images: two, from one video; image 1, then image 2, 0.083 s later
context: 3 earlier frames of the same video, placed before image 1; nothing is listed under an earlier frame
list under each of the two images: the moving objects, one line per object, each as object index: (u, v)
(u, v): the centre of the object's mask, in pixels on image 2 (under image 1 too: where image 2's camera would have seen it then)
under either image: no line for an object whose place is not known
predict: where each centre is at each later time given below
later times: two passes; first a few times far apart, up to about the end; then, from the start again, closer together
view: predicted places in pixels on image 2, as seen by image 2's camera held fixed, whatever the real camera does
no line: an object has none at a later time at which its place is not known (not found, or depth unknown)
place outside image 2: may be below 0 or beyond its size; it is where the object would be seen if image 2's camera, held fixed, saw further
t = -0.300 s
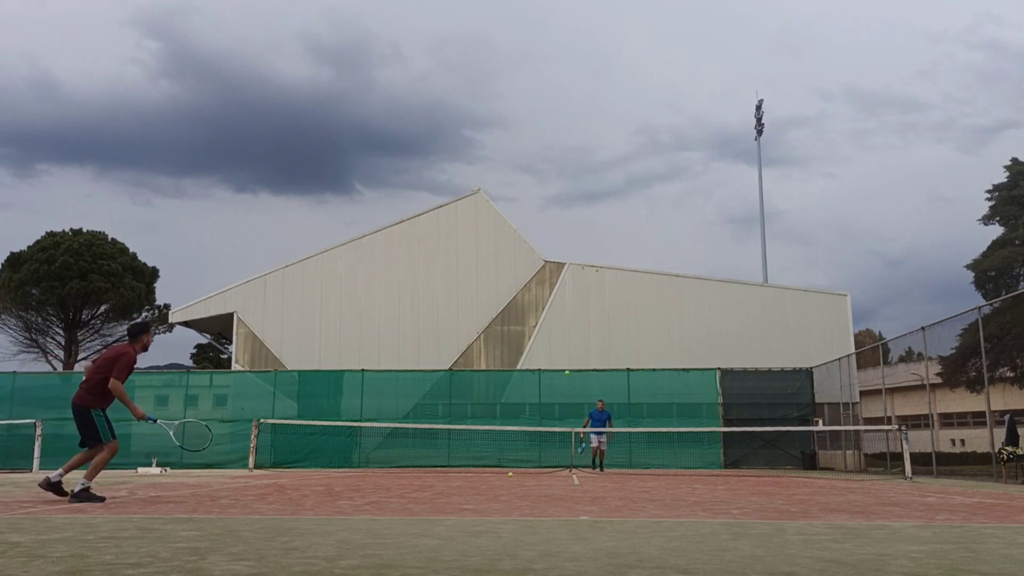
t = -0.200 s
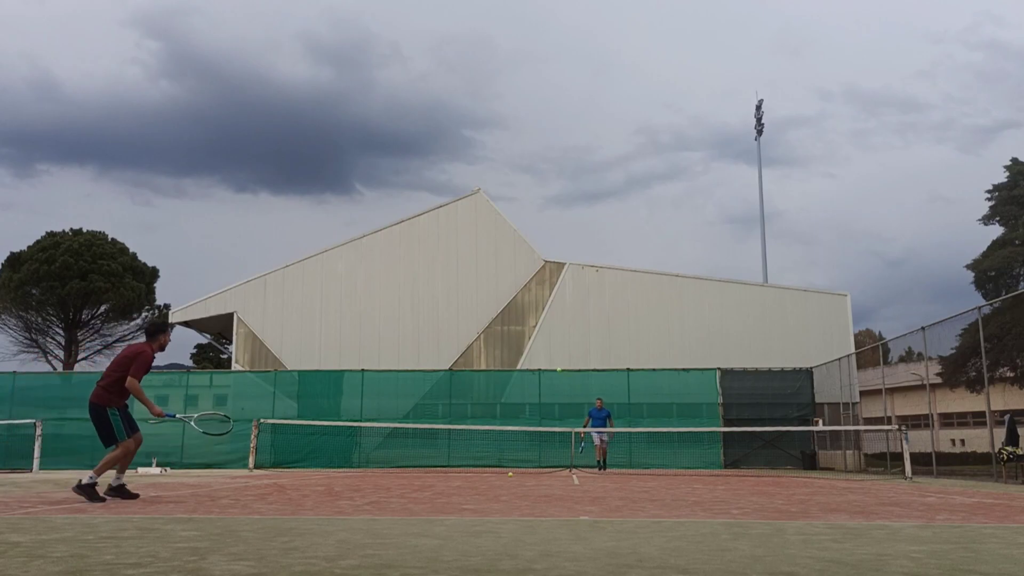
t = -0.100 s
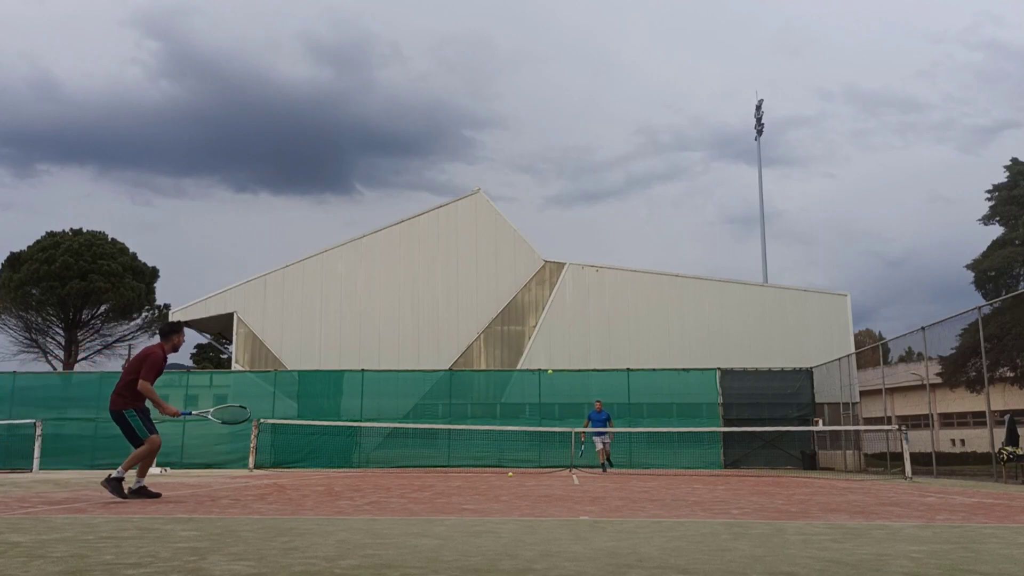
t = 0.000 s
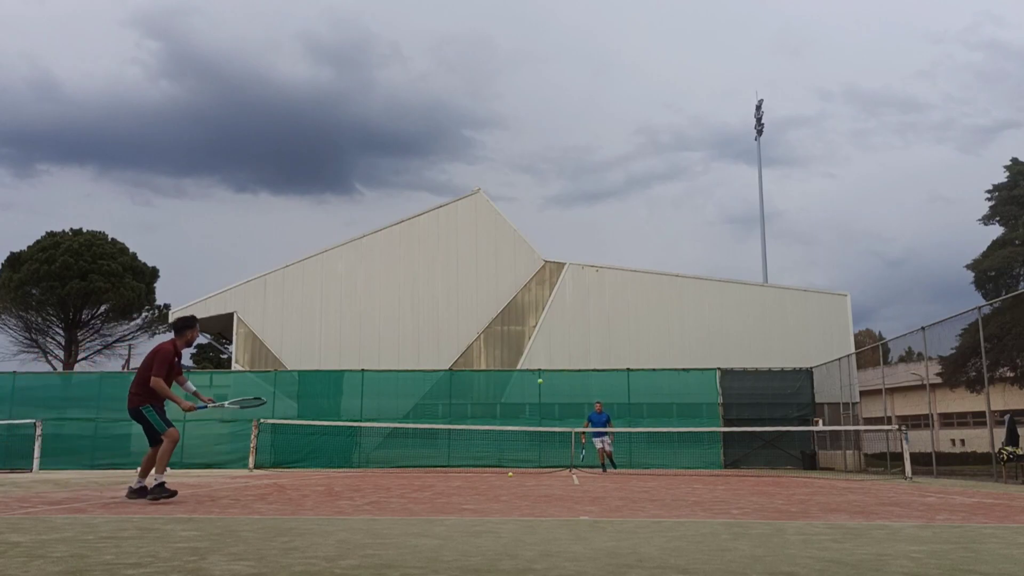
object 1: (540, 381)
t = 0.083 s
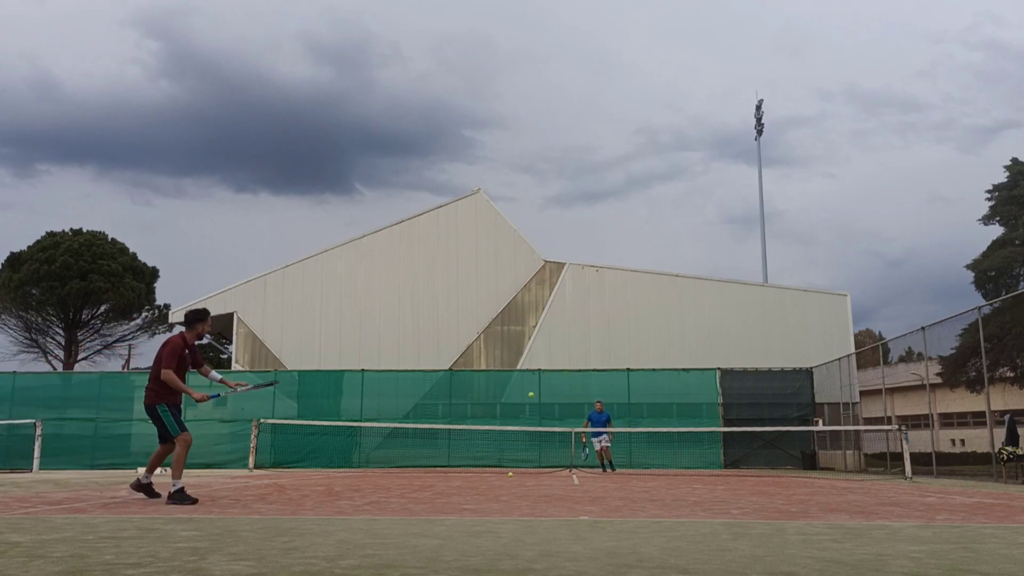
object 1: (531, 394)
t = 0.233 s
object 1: (511, 436)
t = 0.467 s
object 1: (489, 440)
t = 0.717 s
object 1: (479, 391)
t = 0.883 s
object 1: (472, 388)
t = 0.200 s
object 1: (516, 425)
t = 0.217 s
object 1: (514, 431)
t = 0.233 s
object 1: (511, 436)
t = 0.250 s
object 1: (509, 443)
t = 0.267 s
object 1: (506, 449)
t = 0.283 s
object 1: (504, 457)
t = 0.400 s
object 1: (491, 463)
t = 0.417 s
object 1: (491, 457)
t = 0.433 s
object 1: (490, 451)
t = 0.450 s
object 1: (490, 445)
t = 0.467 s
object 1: (489, 440)
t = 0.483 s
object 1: (489, 435)
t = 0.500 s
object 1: (488, 430)
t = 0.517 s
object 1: (487, 425)
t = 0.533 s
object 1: (487, 420)
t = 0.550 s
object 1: (486, 416)
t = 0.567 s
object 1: (486, 412)
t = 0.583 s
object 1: (485, 408)
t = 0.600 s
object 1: (482, 402)
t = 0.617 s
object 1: (481, 399)
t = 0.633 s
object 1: (480, 394)
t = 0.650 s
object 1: (479, 393)
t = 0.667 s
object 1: (479, 392)
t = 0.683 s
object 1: (479, 392)
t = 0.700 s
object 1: (479, 391)
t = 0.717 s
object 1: (479, 391)
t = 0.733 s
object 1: (479, 390)
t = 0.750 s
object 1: (478, 389)
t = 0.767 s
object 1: (478, 389)
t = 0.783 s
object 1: (477, 388)
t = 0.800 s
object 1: (477, 388)
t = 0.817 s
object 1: (474, 387)
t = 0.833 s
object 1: (474, 387)
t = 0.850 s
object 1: (473, 387)
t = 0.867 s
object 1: (472, 387)
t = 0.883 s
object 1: (472, 388)
